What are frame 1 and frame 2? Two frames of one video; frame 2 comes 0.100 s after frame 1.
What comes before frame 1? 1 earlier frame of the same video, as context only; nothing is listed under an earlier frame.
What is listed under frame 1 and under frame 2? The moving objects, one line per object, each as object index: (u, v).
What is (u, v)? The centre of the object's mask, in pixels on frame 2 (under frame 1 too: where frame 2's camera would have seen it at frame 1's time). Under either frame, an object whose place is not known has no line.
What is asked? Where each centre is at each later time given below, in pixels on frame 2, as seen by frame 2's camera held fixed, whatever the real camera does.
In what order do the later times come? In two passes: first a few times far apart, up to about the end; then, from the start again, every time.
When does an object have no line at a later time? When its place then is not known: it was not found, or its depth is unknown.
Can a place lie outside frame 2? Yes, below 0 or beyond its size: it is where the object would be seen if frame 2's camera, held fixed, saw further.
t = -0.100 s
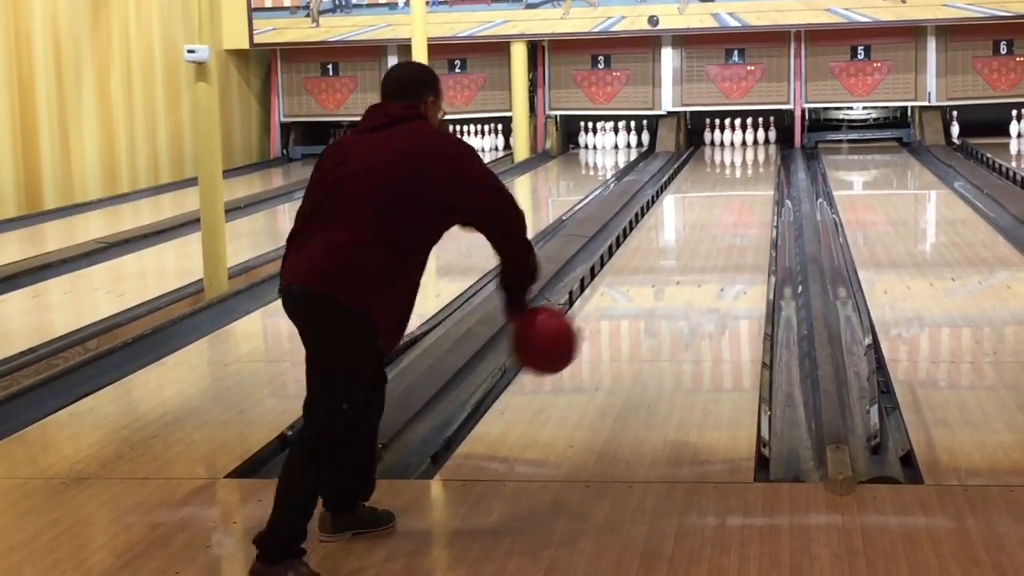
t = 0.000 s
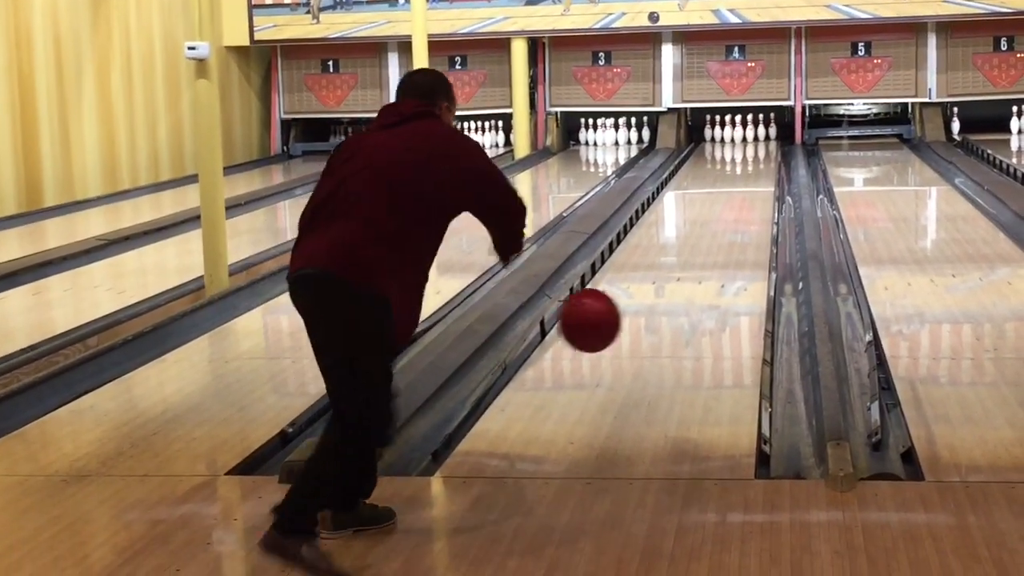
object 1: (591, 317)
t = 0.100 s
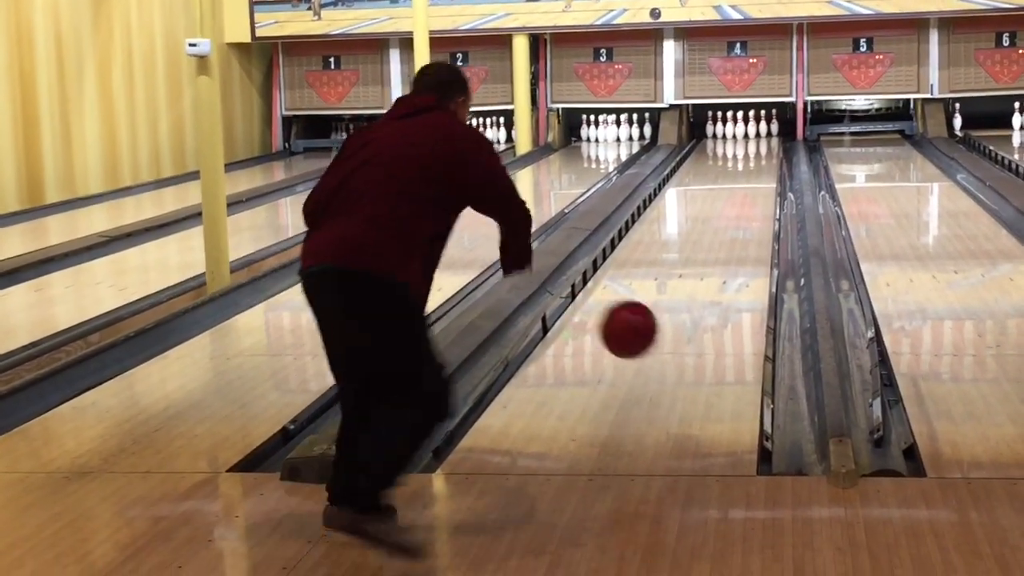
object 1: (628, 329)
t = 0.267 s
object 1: (678, 351)
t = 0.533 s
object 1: (730, 304)
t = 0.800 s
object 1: (748, 270)
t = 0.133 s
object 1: (639, 339)
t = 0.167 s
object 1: (650, 350)
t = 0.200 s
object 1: (660, 364)
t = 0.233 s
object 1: (669, 361)
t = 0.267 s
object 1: (678, 351)
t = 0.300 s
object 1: (685, 343)
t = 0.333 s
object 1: (693, 340)
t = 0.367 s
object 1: (700, 333)
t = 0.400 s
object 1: (707, 328)
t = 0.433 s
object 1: (713, 321)
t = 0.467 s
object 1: (719, 316)
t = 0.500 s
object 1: (724, 310)
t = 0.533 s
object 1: (730, 304)
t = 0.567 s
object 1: (735, 299)
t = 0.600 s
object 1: (739, 294)
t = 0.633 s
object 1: (744, 289)
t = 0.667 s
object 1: (748, 285)
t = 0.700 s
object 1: (751, 281)
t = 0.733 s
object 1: (752, 276)
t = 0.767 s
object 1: (750, 273)
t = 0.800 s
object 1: (748, 270)
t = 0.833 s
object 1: (746, 266)
